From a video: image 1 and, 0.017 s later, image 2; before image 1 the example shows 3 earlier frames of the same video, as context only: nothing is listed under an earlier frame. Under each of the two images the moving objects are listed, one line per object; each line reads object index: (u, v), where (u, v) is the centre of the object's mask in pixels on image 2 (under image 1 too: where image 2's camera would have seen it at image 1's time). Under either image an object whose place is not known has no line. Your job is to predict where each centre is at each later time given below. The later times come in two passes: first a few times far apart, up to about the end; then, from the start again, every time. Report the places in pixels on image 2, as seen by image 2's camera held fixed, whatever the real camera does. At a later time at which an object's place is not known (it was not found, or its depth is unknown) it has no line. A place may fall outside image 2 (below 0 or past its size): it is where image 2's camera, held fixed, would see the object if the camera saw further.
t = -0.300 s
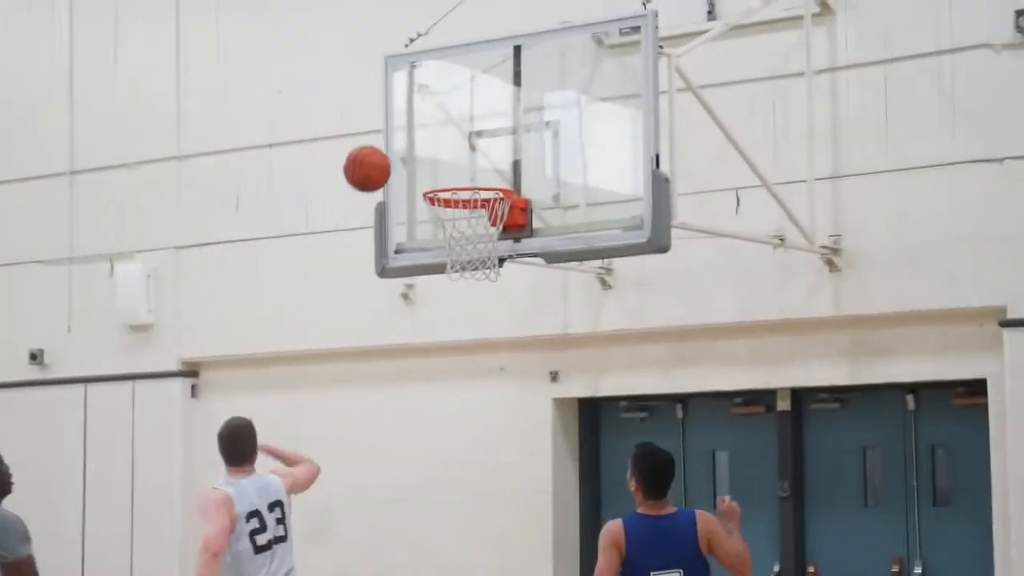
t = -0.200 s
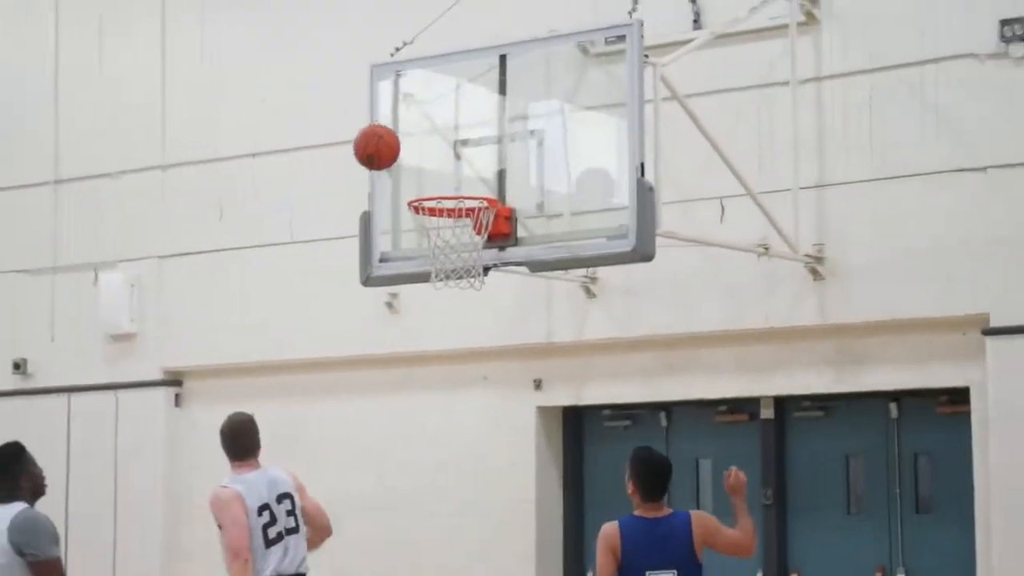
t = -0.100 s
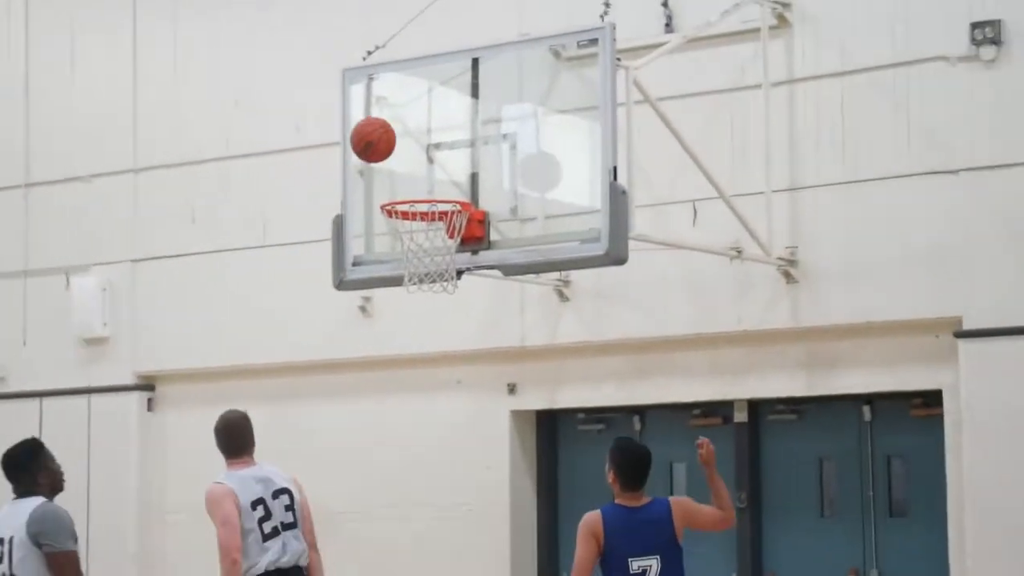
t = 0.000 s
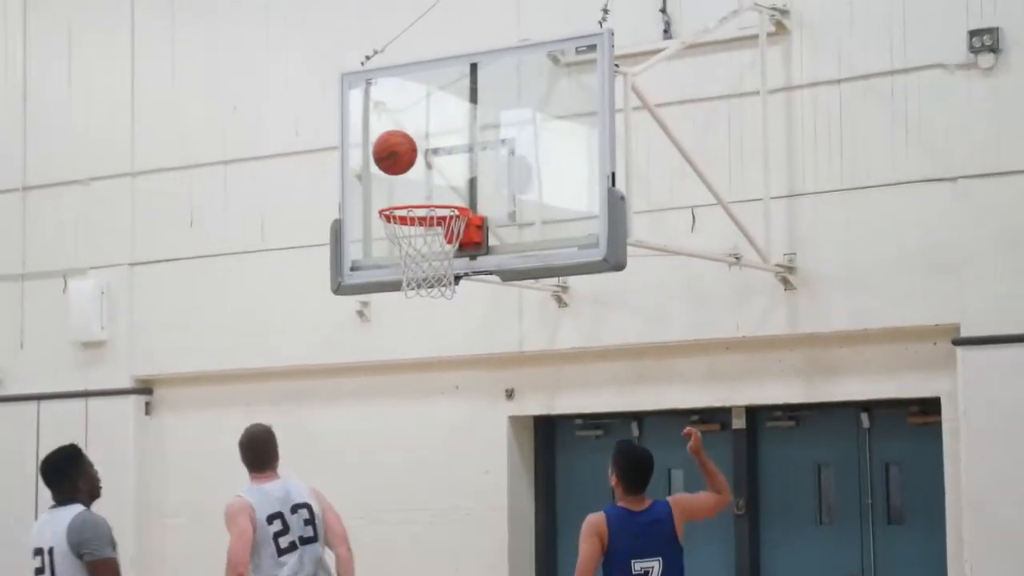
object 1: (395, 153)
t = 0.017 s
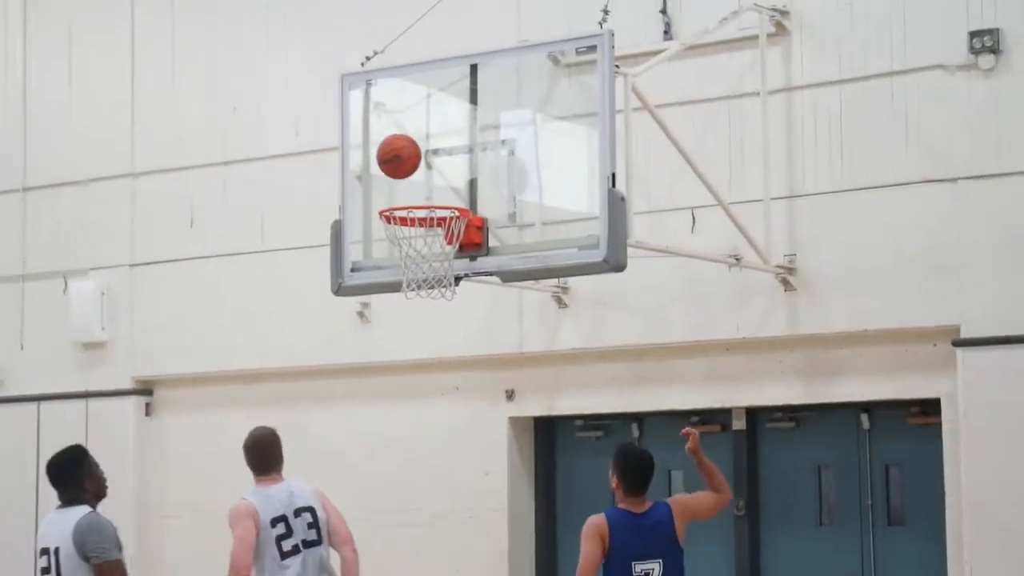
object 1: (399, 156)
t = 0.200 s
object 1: (435, 185)
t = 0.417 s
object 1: (400, 169)
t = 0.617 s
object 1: (388, 184)
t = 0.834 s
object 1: (404, 192)
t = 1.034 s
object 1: (429, 250)
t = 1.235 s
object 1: (443, 318)
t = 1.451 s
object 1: (457, 470)
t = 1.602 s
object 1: (465, 615)
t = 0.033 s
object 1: (402, 160)
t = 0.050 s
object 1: (406, 164)
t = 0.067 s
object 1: (410, 168)
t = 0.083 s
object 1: (414, 174)
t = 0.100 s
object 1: (417, 179)
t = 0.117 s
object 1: (421, 184)
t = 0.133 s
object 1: (425, 188)
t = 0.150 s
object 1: (428, 191)
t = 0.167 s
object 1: (431, 190)
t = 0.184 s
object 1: (434, 187)
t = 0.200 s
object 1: (435, 185)
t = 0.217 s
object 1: (432, 182)
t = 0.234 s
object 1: (429, 178)
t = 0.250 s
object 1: (427, 175)
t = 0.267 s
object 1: (424, 172)
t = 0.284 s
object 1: (422, 170)
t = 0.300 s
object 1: (419, 168)
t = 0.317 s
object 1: (416, 166)
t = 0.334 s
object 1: (414, 165)
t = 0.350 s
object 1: (411, 165)
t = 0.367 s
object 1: (408, 165)
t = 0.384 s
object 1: (406, 166)
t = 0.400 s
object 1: (403, 167)
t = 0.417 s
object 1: (400, 169)
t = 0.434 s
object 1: (398, 171)
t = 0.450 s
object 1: (395, 174)
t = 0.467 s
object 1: (392, 177)
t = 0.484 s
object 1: (389, 181)
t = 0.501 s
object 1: (386, 185)
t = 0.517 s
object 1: (384, 189)
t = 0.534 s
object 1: (384, 189)
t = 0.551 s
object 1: (385, 186)
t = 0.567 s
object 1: (386, 185)
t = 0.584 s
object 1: (386, 184)
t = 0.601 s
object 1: (387, 184)
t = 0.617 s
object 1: (388, 184)
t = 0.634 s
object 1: (389, 184)
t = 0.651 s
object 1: (389, 185)
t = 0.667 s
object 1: (390, 186)
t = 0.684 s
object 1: (390, 188)
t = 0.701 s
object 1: (391, 189)
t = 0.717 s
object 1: (393, 189)
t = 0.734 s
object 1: (394, 189)
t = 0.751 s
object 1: (396, 189)
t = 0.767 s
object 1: (397, 191)
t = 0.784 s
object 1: (399, 190)
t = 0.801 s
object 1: (400, 191)
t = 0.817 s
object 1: (402, 191)
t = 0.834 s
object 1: (404, 192)
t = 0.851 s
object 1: (406, 193)
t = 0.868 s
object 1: (408, 194)
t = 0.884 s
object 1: (410, 196)
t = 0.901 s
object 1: (412, 197)
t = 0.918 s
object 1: (415, 213)
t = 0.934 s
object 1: (417, 217)
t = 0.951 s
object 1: (419, 223)
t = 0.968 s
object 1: (420, 229)
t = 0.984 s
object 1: (422, 234)
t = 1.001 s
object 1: (428, 237)
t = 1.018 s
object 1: (428, 244)
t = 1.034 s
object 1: (429, 250)
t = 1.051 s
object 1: (430, 255)
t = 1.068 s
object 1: (432, 259)
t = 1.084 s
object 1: (434, 265)
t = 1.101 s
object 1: (436, 268)
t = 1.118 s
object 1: (437, 273)
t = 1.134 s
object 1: (438, 278)
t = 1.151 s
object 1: (439, 284)
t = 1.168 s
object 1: (440, 289)
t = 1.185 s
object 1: (441, 296)
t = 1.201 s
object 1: (441, 304)
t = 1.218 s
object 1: (442, 311)
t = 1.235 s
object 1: (443, 318)
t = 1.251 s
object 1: (445, 327)
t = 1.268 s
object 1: (446, 336)
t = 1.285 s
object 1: (447, 346)
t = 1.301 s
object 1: (448, 356)
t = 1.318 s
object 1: (449, 366)
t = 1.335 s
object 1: (450, 377)
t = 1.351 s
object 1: (451, 389)
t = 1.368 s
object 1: (452, 401)
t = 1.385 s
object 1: (453, 413)
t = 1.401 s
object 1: (454, 427)
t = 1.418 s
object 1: (455, 441)
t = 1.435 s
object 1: (456, 455)
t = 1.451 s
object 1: (457, 470)
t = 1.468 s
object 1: (458, 486)
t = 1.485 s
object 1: (459, 502)
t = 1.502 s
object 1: (460, 518)
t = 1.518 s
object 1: (461, 535)
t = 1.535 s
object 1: (462, 553)
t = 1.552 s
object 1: (464, 571)
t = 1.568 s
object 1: (465, 589)
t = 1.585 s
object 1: (465, 602)
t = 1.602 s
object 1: (465, 615)
